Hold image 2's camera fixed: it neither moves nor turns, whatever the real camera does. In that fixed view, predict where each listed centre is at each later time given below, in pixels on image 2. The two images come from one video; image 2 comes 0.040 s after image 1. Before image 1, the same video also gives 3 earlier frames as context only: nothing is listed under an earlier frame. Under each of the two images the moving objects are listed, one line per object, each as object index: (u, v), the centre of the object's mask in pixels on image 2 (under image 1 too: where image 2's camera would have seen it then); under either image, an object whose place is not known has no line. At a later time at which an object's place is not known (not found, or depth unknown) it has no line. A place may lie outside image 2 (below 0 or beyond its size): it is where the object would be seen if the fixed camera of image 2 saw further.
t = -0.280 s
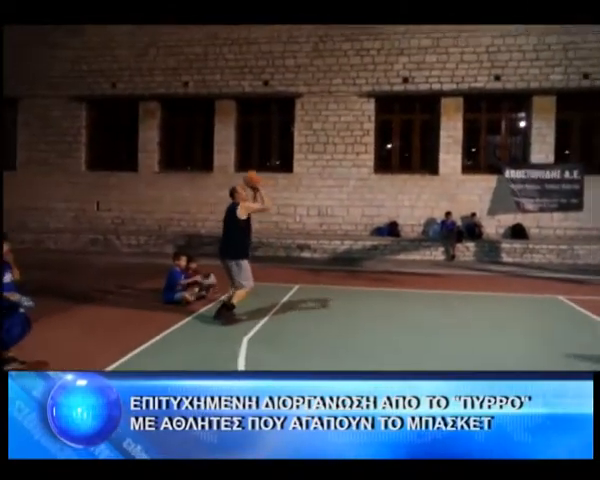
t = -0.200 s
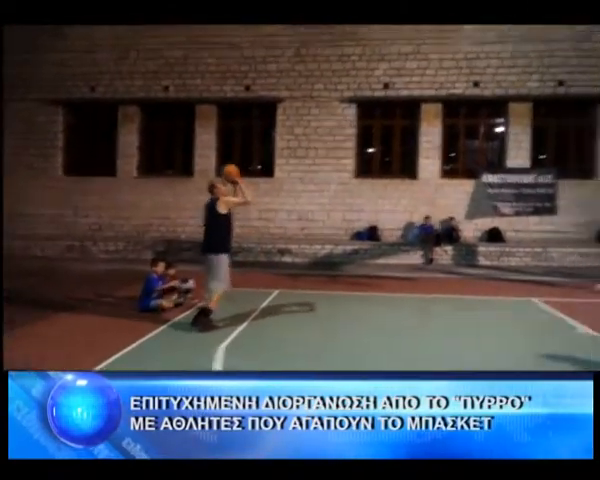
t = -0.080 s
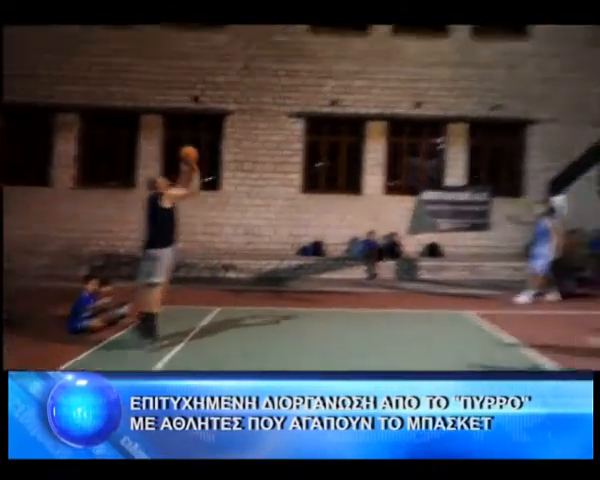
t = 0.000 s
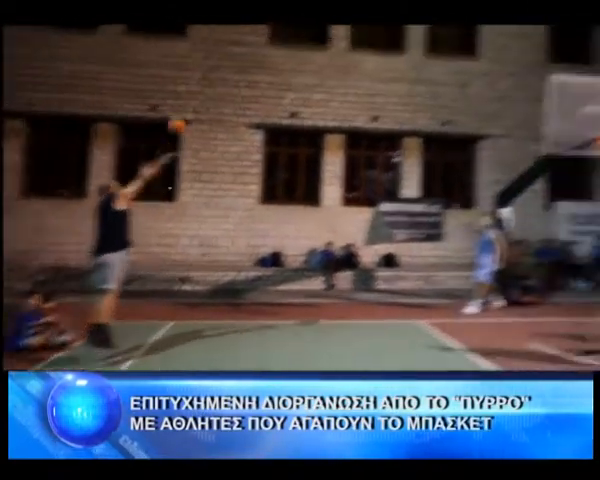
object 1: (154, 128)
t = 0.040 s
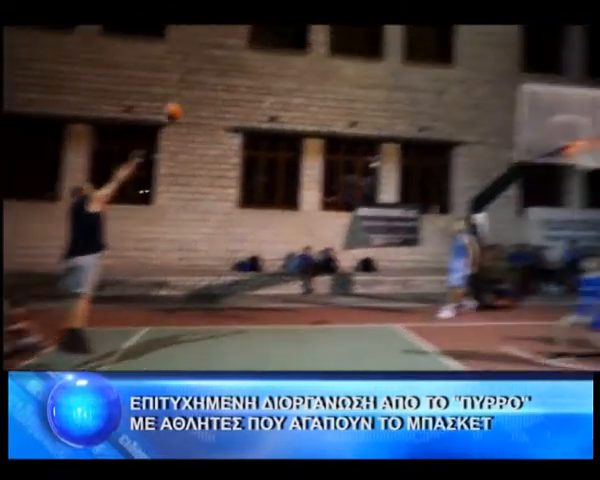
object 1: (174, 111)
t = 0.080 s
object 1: (192, 95)
